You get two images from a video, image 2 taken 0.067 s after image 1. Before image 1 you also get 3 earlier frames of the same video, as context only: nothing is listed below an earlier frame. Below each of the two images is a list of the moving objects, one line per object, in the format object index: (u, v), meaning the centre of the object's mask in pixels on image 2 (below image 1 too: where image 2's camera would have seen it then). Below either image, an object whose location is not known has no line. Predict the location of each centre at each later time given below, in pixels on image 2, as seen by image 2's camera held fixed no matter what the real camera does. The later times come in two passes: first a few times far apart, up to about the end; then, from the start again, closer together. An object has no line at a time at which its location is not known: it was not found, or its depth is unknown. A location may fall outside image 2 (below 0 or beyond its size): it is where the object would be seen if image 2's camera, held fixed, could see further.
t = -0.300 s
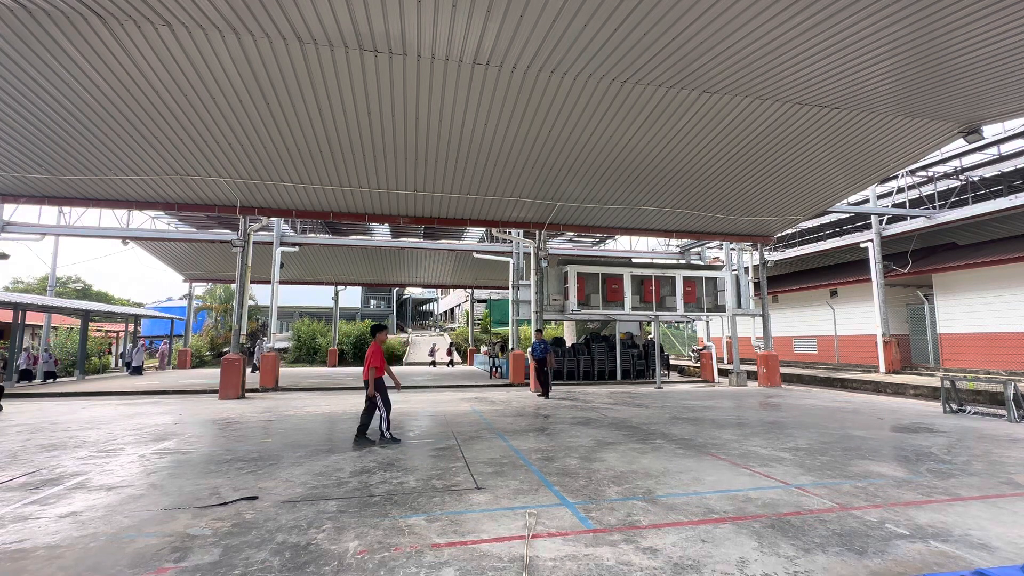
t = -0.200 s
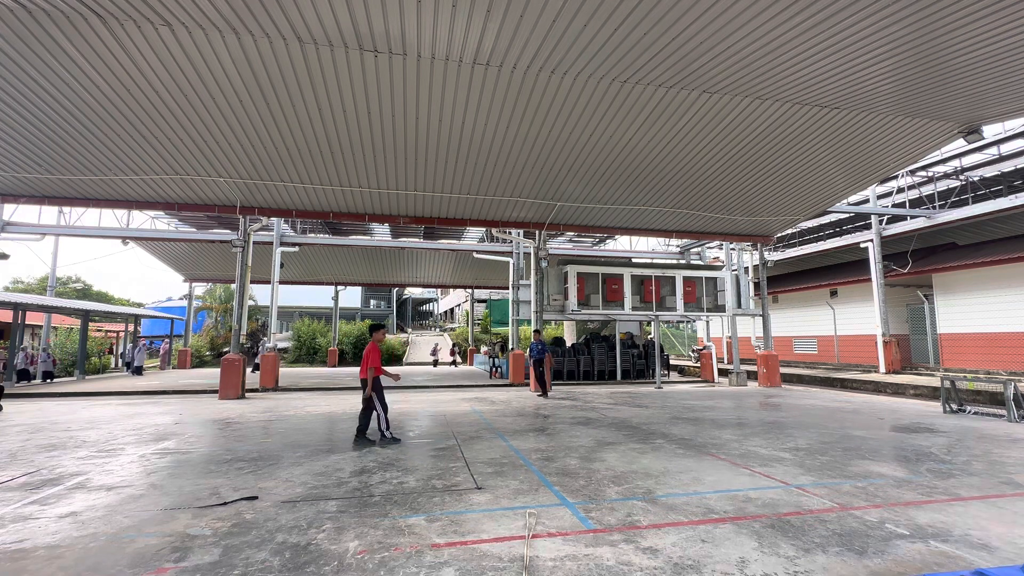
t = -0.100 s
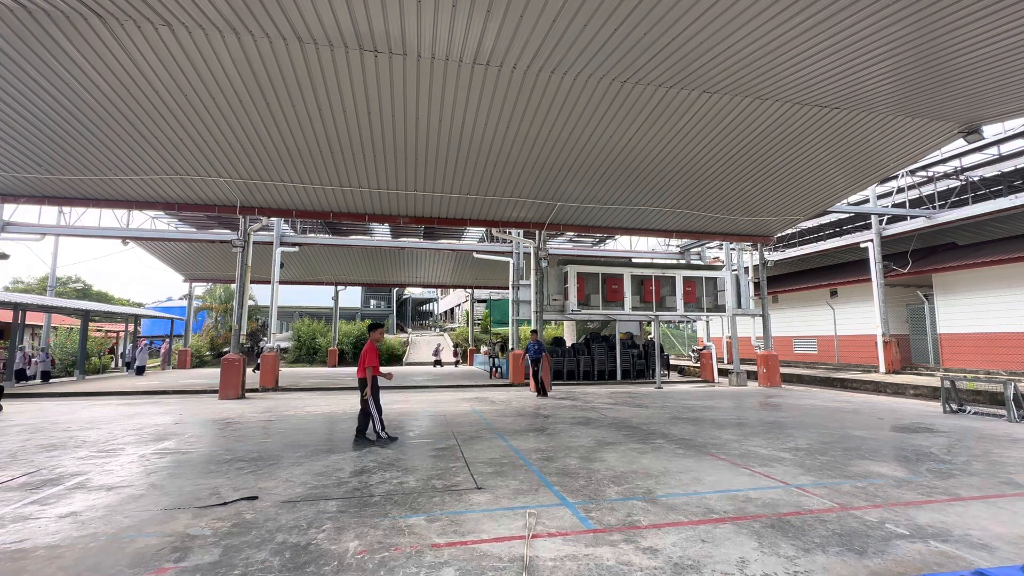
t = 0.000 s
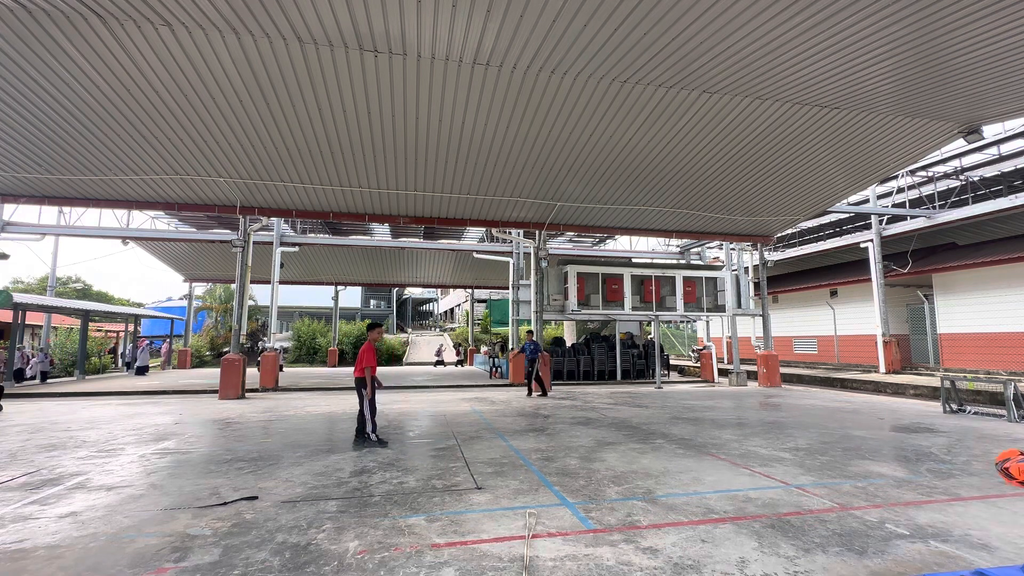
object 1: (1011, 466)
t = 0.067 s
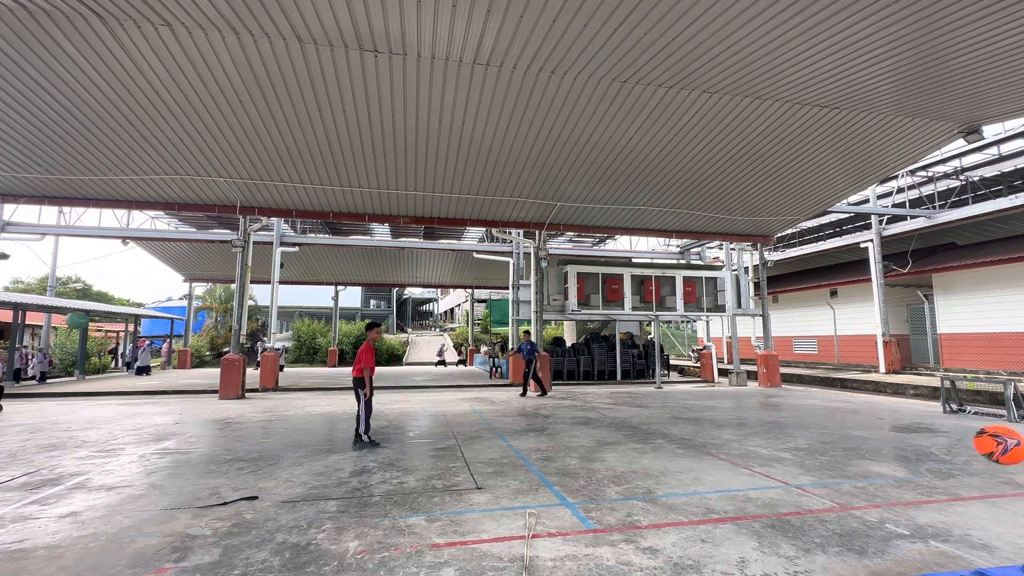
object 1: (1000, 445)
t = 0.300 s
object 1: (922, 421)
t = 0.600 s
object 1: (759, 553)
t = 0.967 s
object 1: (435, 546)
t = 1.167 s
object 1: (300, 523)
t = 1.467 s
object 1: (132, 518)
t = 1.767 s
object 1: (7, 519)
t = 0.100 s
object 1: (991, 435)
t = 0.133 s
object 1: (980, 428)
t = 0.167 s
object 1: (969, 423)
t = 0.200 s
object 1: (958, 418)
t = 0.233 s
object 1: (946, 417)
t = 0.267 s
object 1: (934, 418)
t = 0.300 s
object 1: (922, 421)
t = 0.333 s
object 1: (909, 427)
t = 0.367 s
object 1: (896, 436)
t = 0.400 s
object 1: (882, 449)
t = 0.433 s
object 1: (868, 464)
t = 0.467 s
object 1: (853, 485)
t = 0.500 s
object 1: (837, 509)
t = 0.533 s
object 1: (820, 539)
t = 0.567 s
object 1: (796, 555)
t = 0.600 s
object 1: (759, 553)
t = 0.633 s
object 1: (723, 553)
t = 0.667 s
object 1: (688, 554)
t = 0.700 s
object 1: (654, 556)
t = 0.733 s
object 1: (623, 560)
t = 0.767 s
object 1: (593, 565)
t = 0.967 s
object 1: (435, 546)
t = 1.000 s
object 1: (411, 536)
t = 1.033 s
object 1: (387, 529)
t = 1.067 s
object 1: (365, 523)
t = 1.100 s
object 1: (343, 521)
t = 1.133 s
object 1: (322, 521)
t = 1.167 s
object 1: (300, 523)
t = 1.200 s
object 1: (280, 528)
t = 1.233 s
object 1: (259, 535)
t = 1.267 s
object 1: (239, 544)
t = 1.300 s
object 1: (220, 554)
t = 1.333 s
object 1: (200, 557)
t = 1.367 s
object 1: (183, 545)
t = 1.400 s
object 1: (166, 533)
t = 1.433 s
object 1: (149, 525)
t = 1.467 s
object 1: (132, 518)
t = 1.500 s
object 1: (115, 514)
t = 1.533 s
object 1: (99, 512)
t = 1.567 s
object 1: (83, 512)
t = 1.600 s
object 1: (67, 514)
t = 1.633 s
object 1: (51, 518)
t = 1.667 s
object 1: (34, 523)
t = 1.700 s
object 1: (22, 531)
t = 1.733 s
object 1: (13, 532)
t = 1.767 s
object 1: (7, 519)
